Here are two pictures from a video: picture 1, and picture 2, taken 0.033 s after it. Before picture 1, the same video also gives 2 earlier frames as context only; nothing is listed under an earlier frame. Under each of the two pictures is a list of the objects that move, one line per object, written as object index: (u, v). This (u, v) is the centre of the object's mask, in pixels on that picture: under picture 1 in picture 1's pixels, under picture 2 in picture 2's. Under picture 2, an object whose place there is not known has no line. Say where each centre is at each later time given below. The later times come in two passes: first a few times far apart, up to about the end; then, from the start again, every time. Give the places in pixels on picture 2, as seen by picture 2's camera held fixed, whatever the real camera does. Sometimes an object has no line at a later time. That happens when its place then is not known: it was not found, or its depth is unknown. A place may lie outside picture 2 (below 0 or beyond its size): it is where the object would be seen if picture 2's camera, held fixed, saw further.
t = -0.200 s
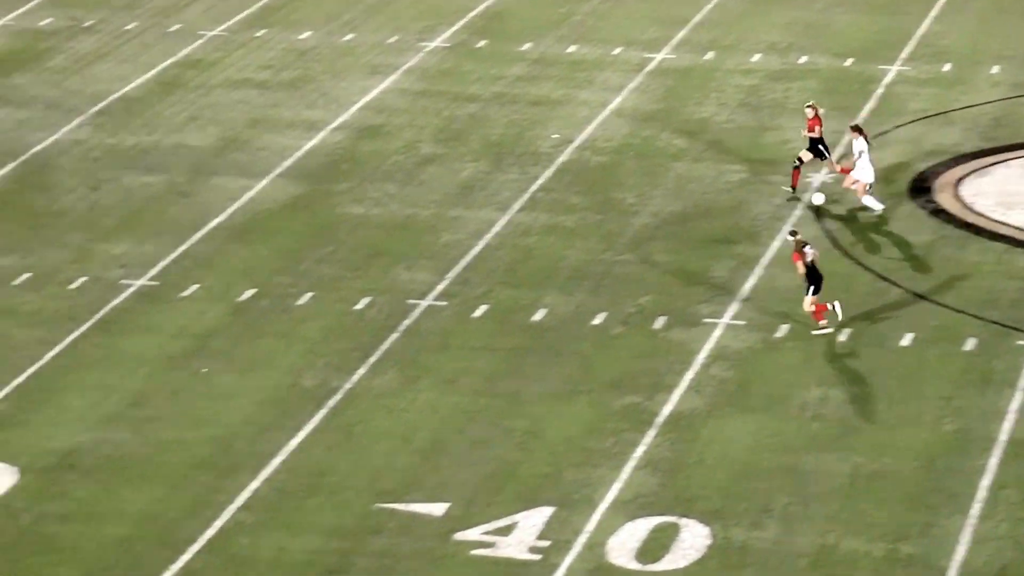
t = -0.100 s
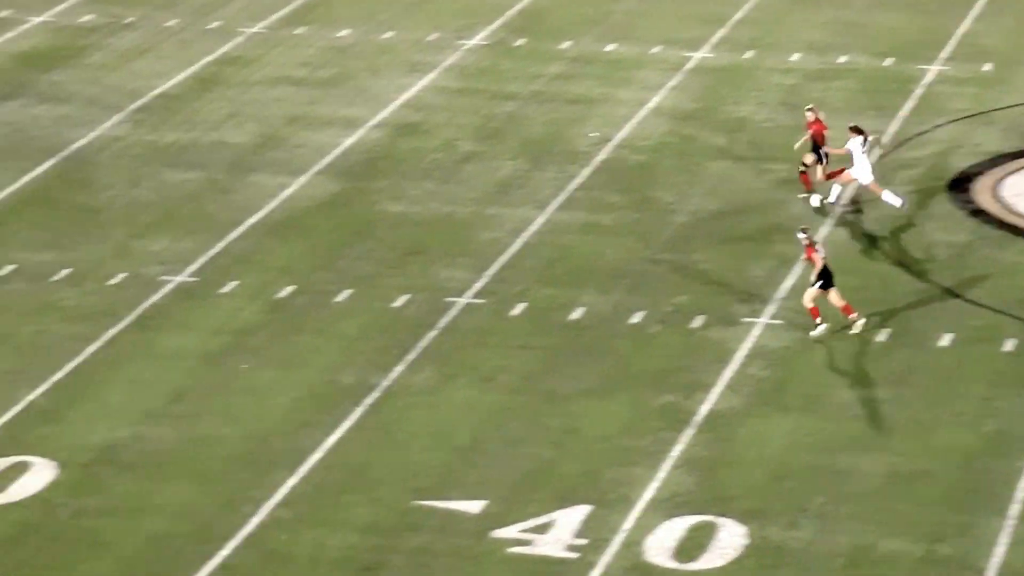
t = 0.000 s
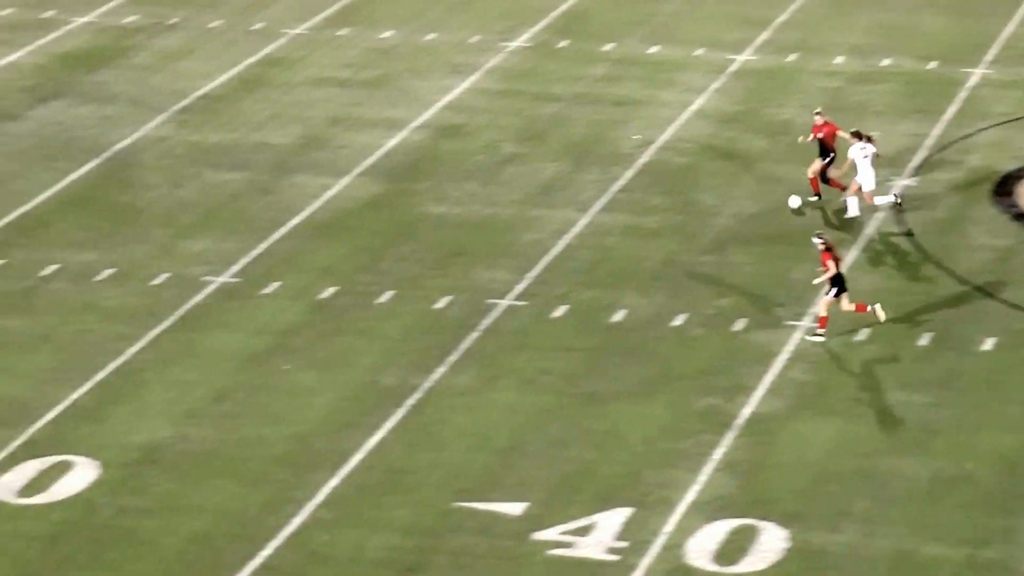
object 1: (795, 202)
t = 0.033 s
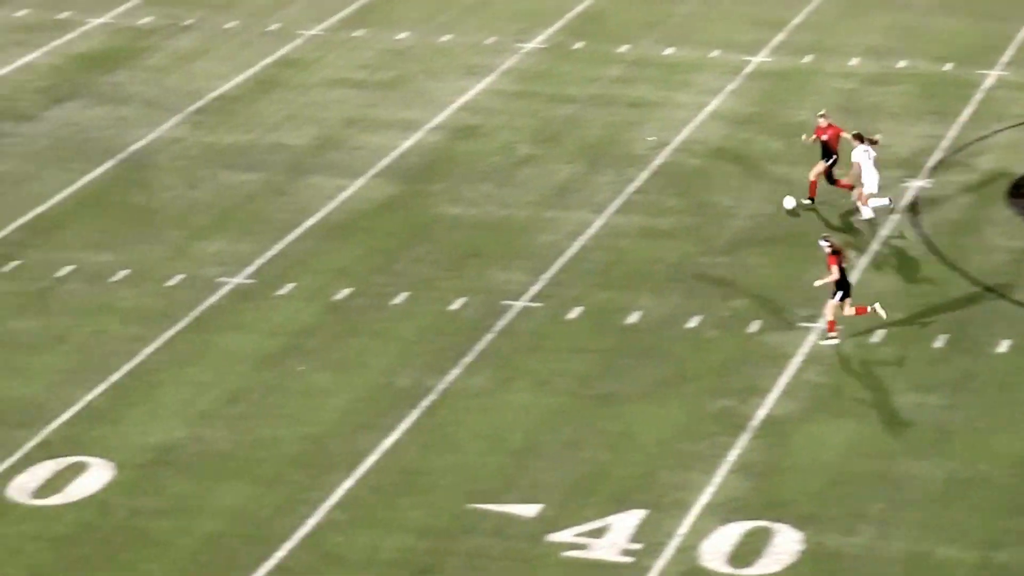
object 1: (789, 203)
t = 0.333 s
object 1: (624, 199)
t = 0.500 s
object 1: (546, 197)
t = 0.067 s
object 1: (769, 202)
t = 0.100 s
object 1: (750, 201)
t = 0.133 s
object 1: (730, 201)
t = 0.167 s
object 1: (712, 201)
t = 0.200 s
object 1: (693, 201)
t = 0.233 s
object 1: (675, 201)
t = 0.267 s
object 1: (657, 200)
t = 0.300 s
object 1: (641, 199)
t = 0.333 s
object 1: (624, 199)
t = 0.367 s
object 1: (607, 199)
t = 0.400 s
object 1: (592, 199)
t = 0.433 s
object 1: (576, 198)
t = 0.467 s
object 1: (561, 198)
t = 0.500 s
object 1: (546, 197)
